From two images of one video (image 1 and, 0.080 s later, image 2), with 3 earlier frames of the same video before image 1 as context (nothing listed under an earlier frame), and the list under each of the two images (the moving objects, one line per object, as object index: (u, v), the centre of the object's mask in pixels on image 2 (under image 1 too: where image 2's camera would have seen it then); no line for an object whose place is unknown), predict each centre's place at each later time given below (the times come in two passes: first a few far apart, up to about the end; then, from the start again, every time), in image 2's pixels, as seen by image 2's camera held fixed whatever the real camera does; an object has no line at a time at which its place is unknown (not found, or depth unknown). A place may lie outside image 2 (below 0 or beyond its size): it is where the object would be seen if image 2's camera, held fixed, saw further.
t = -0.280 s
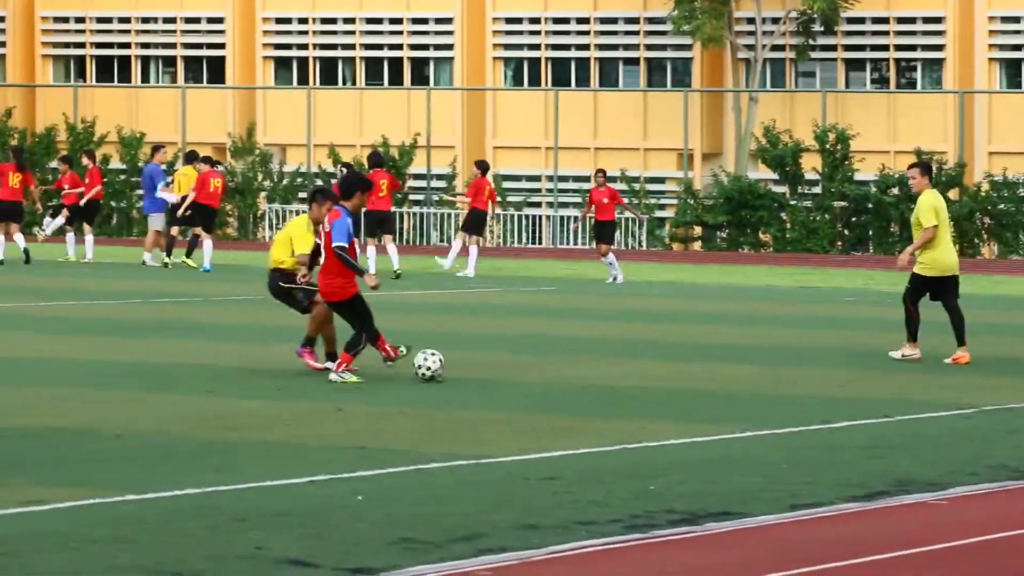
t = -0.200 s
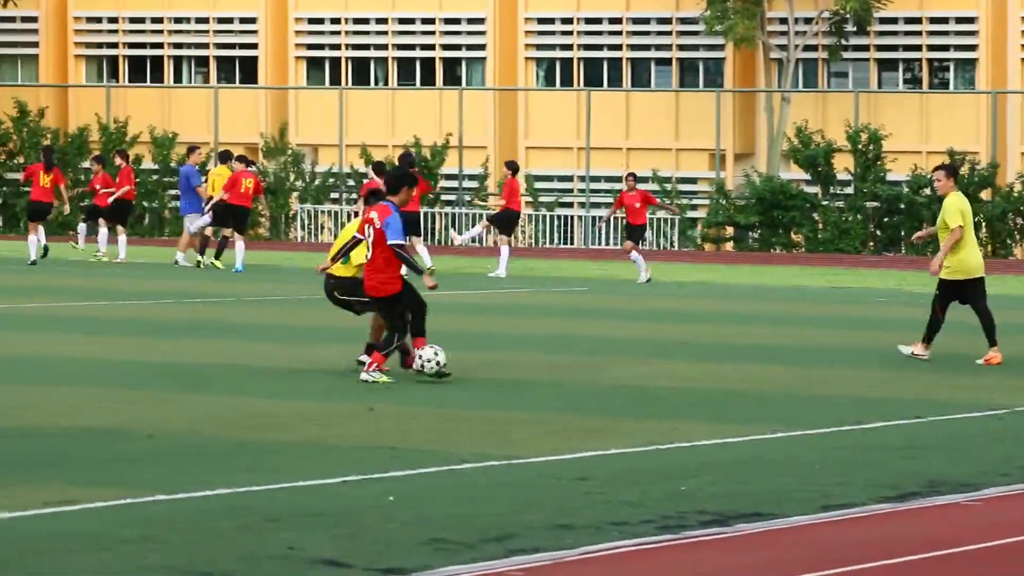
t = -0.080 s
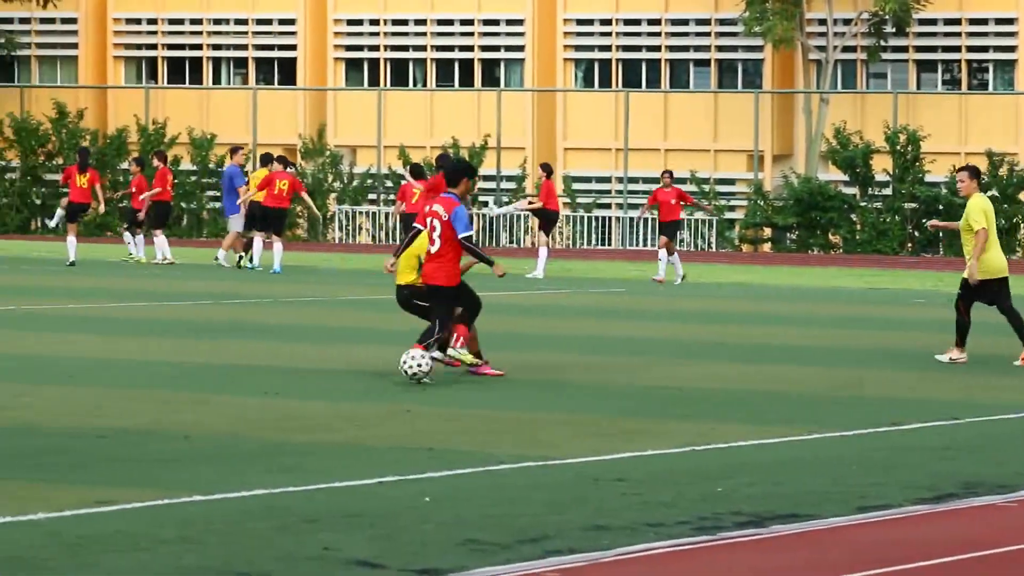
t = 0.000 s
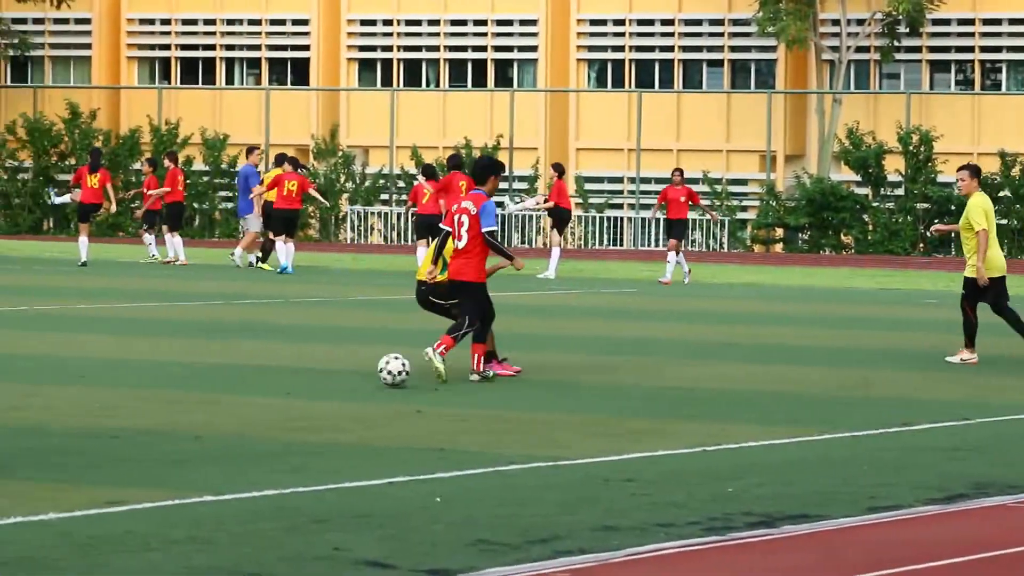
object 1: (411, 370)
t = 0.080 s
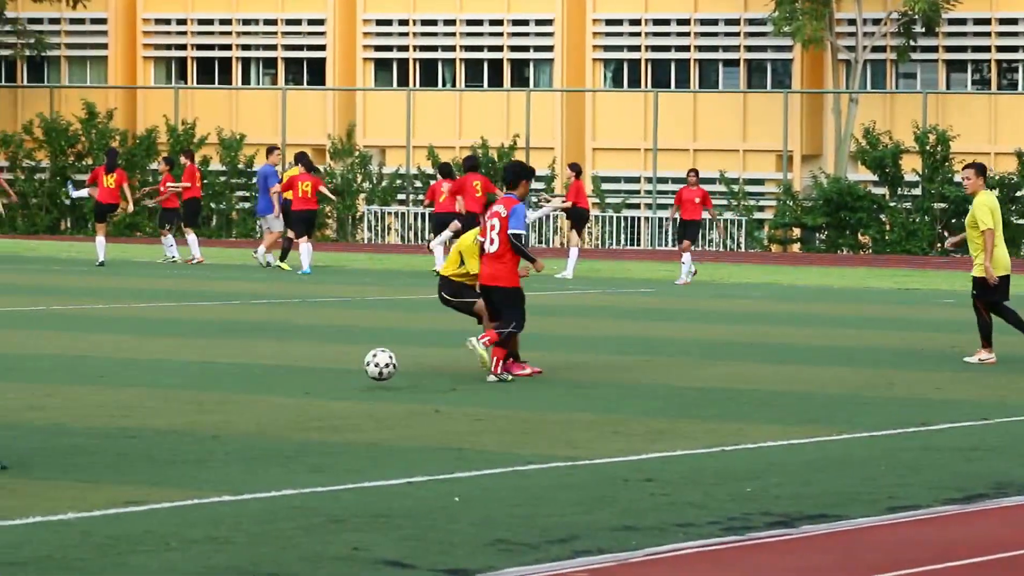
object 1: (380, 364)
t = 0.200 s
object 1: (332, 375)
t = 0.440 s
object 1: (242, 375)
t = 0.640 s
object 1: (166, 379)
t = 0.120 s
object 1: (364, 365)
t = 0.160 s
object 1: (348, 369)
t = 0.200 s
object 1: (332, 375)
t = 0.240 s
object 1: (317, 372)
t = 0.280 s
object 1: (302, 370)
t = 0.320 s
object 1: (288, 371)
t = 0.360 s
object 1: (273, 374)
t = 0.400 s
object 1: (258, 376)
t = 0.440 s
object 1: (242, 375)
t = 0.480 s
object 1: (227, 377)
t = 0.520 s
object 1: (212, 377)
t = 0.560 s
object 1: (196, 378)
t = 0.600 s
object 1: (182, 379)
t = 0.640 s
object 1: (166, 379)
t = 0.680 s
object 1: (150, 380)
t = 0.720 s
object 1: (135, 381)
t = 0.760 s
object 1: (120, 381)
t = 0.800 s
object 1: (104, 382)
